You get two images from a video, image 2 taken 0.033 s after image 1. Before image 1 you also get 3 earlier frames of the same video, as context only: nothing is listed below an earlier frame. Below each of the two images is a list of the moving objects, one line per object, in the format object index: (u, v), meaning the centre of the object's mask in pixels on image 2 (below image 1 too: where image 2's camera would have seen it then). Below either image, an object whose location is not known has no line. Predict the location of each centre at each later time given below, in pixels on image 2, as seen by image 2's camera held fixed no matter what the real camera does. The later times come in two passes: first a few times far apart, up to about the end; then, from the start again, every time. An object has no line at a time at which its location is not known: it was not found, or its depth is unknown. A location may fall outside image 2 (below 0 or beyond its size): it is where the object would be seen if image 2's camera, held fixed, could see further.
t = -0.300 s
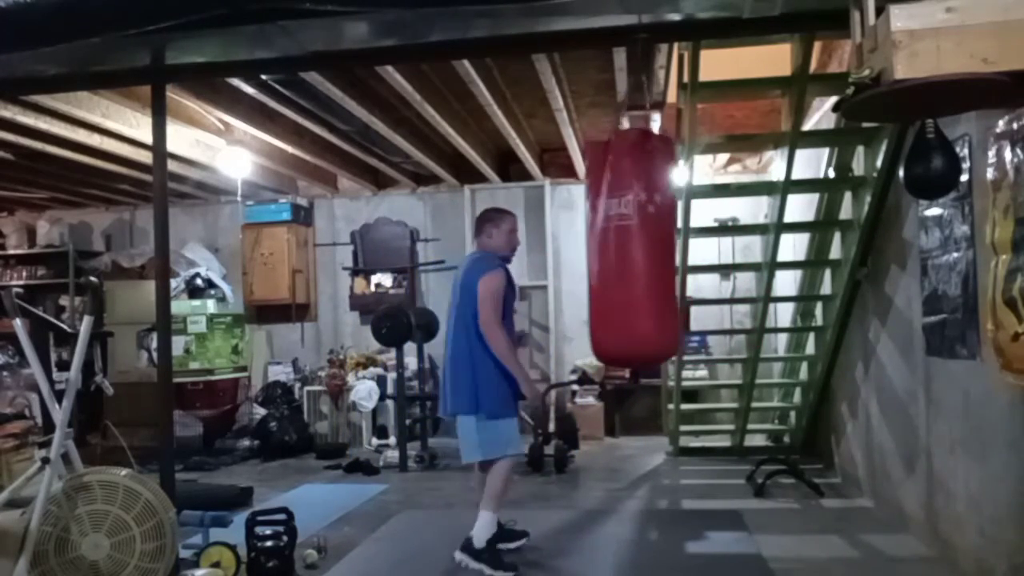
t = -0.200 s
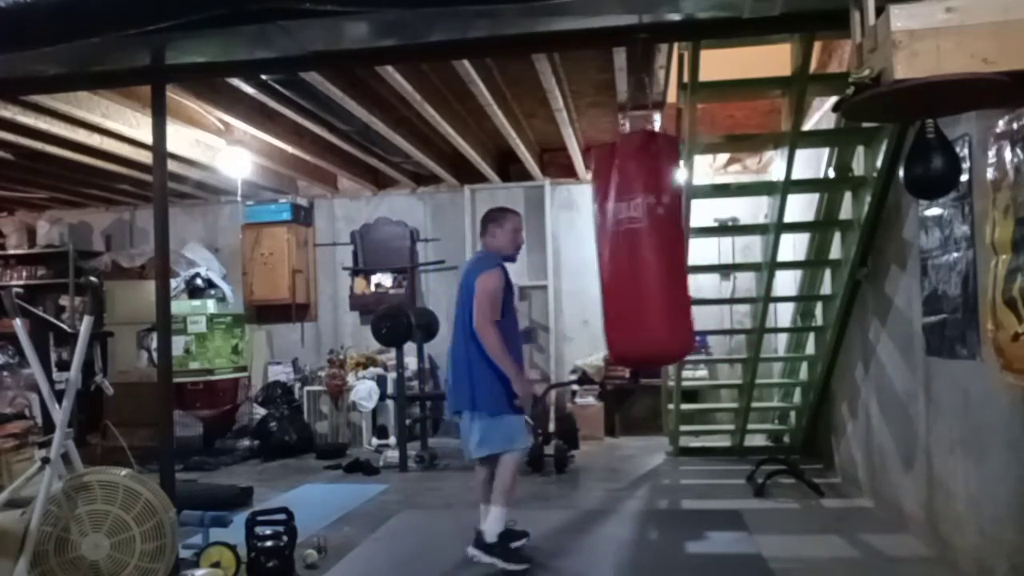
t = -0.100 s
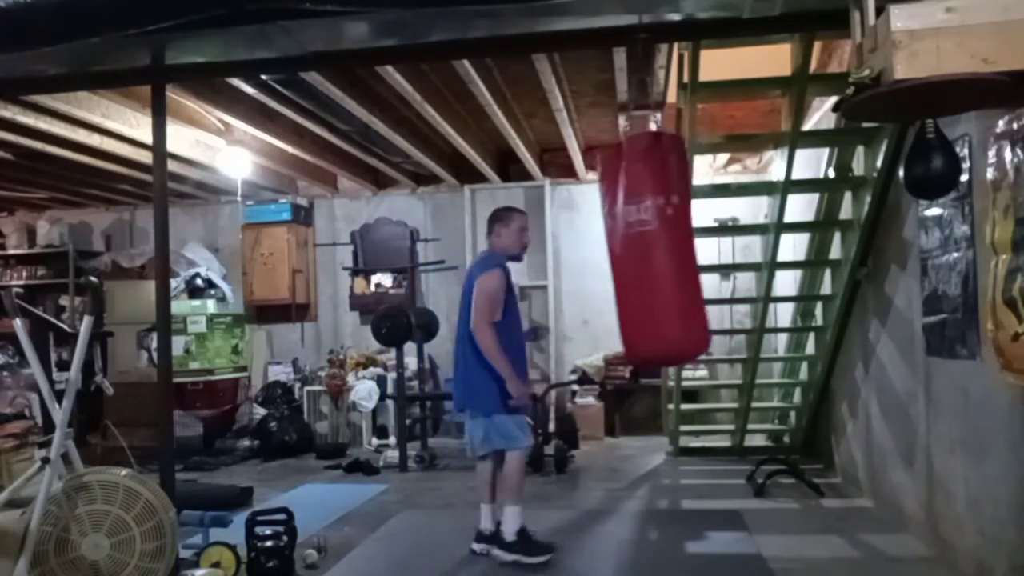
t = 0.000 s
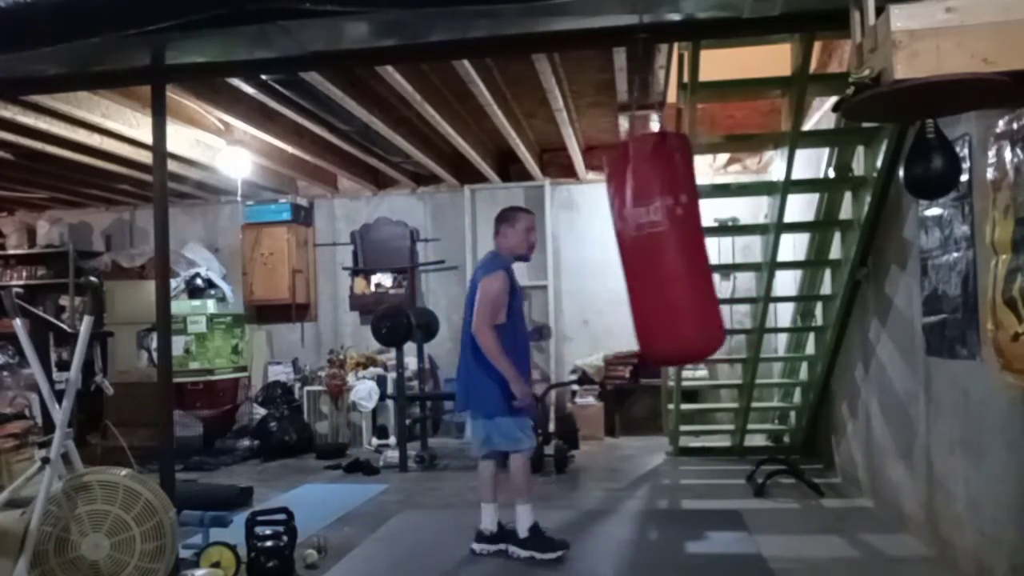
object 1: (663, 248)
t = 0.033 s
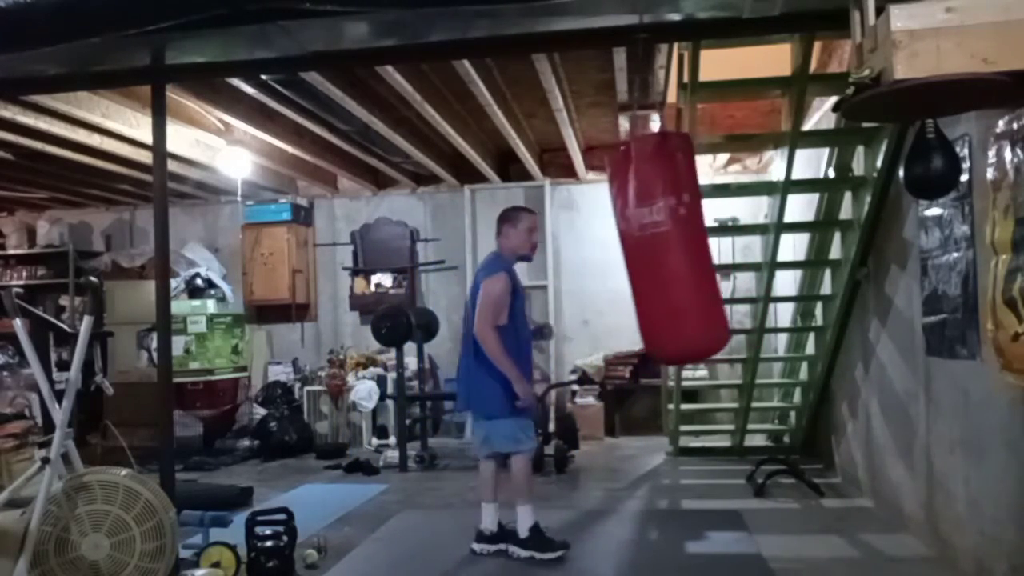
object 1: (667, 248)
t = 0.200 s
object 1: (681, 247)
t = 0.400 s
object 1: (688, 246)
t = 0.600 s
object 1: (682, 247)
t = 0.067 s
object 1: (670, 248)
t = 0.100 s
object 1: (673, 248)
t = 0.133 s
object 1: (676, 248)
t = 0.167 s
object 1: (679, 247)
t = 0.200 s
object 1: (681, 247)
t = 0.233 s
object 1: (683, 247)
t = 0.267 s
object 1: (685, 246)
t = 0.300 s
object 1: (686, 246)
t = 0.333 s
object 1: (687, 246)
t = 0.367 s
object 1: (688, 246)
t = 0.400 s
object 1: (688, 246)
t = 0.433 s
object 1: (688, 246)
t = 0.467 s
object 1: (688, 246)
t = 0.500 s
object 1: (687, 246)
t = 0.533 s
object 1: (686, 247)
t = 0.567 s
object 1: (684, 247)
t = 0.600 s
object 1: (682, 247)
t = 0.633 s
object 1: (680, 248)
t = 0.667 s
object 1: (678, 248)
